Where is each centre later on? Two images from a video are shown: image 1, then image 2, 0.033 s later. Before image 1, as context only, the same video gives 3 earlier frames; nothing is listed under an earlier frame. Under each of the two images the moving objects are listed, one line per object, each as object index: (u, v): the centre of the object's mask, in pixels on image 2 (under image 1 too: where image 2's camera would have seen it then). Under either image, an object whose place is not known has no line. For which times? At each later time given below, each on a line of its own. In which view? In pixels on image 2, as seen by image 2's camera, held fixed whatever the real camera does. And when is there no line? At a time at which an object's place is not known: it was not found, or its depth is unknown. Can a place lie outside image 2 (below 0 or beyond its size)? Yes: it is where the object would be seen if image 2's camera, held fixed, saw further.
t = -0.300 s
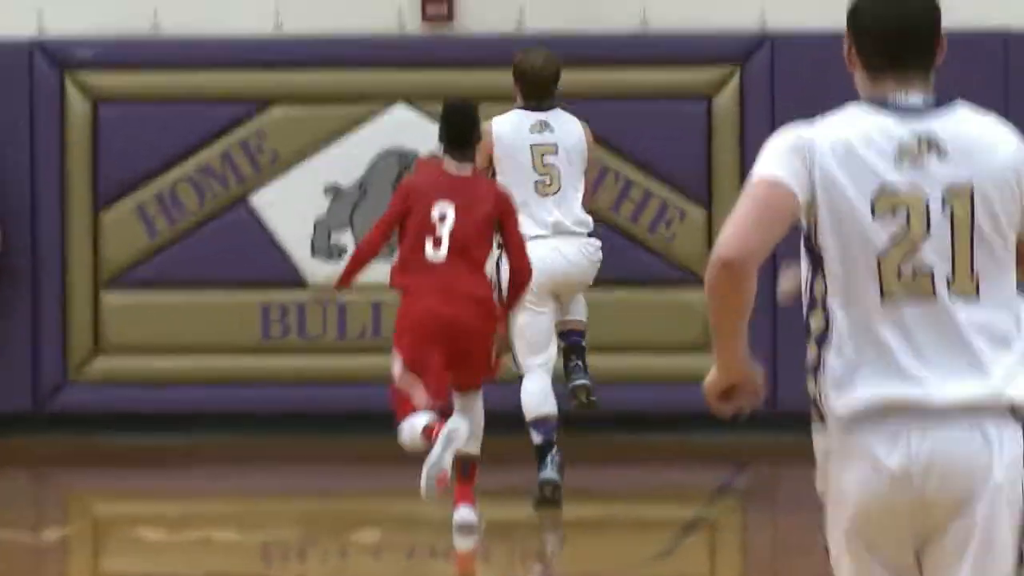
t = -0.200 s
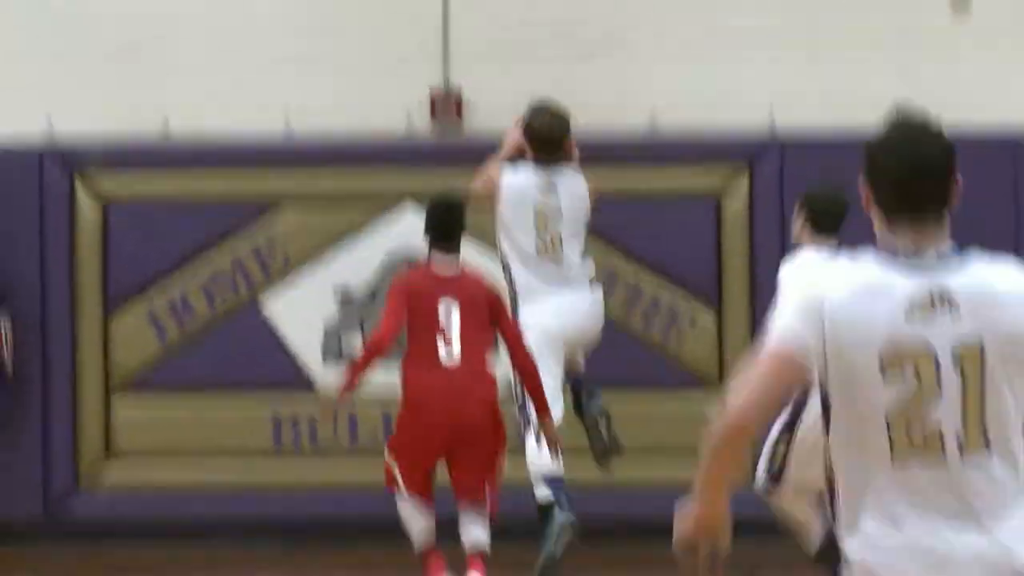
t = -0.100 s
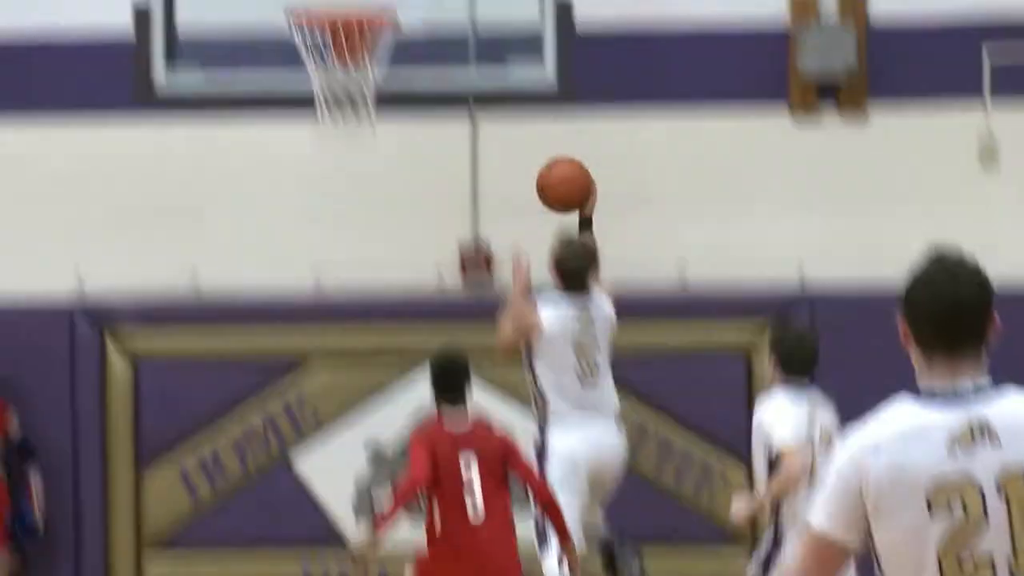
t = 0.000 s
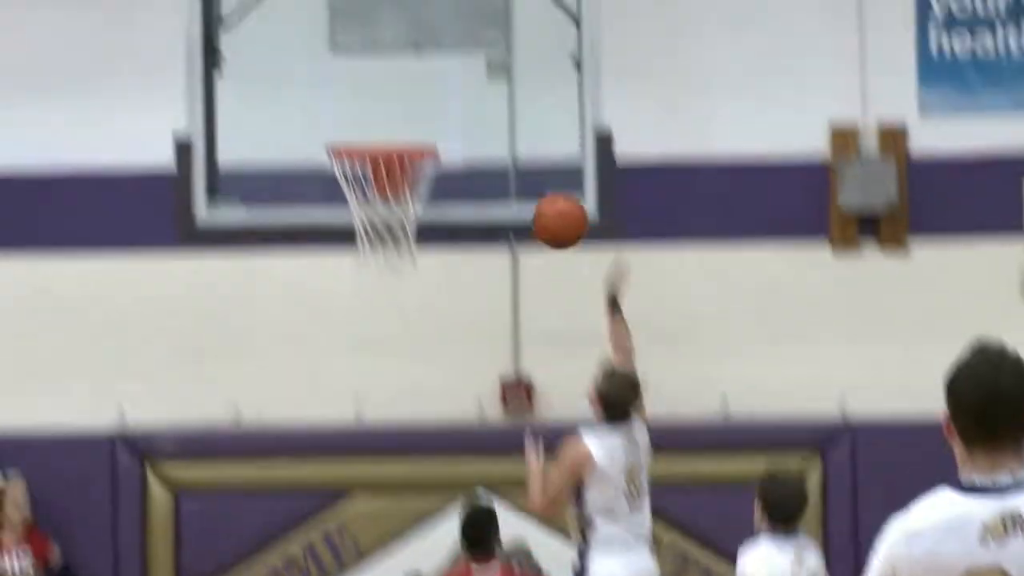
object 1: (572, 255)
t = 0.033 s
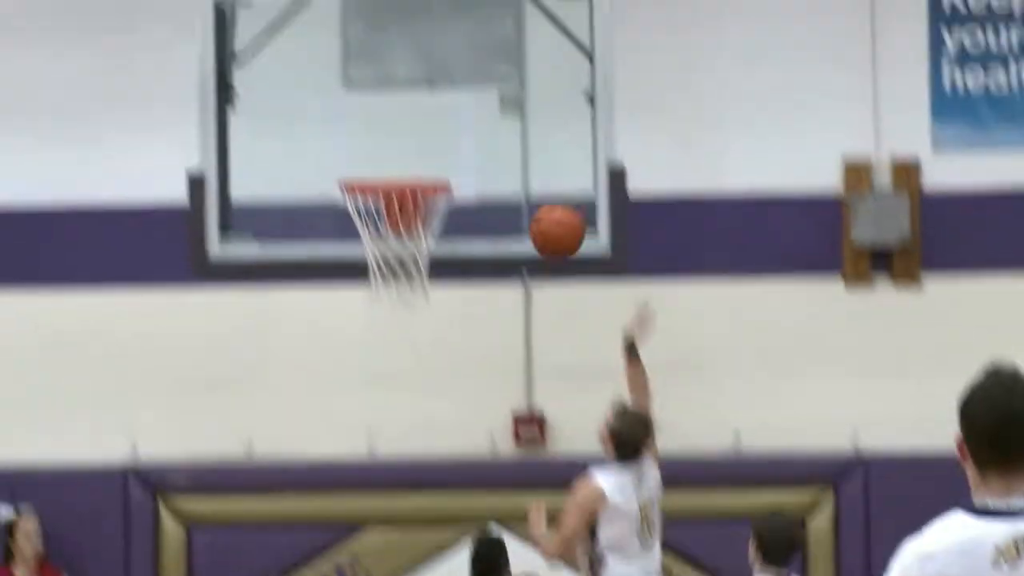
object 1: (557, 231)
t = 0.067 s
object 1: (542, 208)
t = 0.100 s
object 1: (526, 188)
